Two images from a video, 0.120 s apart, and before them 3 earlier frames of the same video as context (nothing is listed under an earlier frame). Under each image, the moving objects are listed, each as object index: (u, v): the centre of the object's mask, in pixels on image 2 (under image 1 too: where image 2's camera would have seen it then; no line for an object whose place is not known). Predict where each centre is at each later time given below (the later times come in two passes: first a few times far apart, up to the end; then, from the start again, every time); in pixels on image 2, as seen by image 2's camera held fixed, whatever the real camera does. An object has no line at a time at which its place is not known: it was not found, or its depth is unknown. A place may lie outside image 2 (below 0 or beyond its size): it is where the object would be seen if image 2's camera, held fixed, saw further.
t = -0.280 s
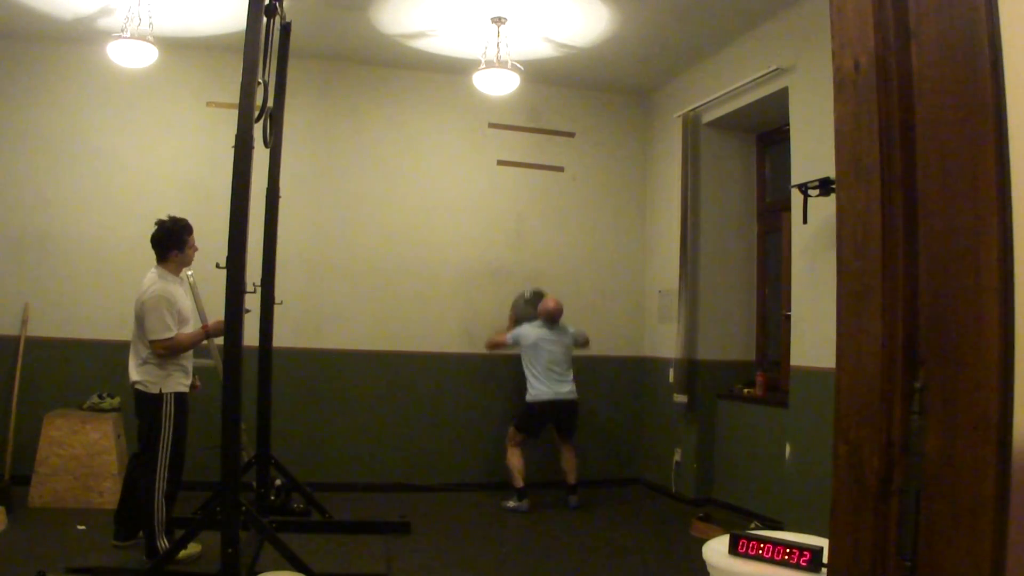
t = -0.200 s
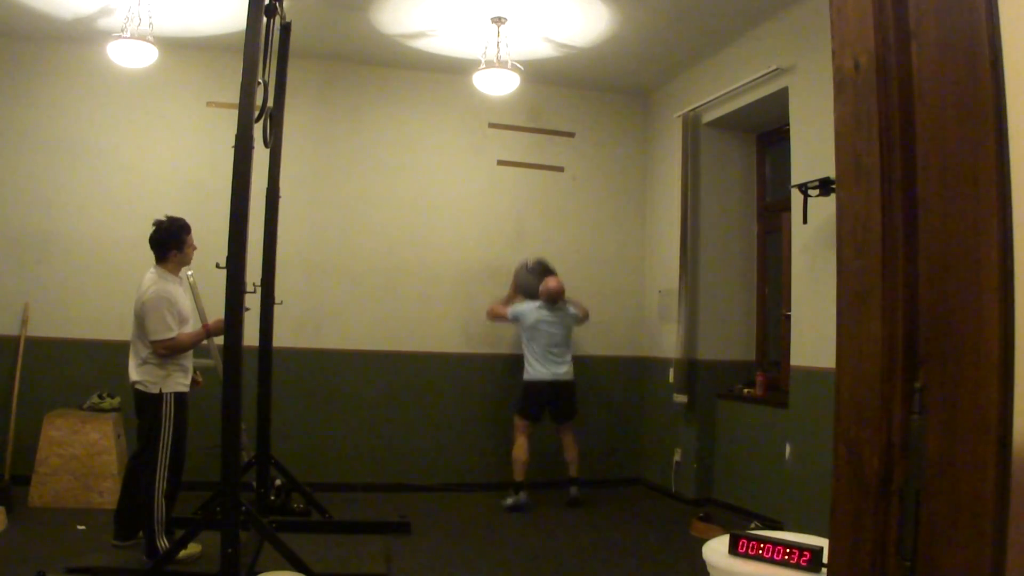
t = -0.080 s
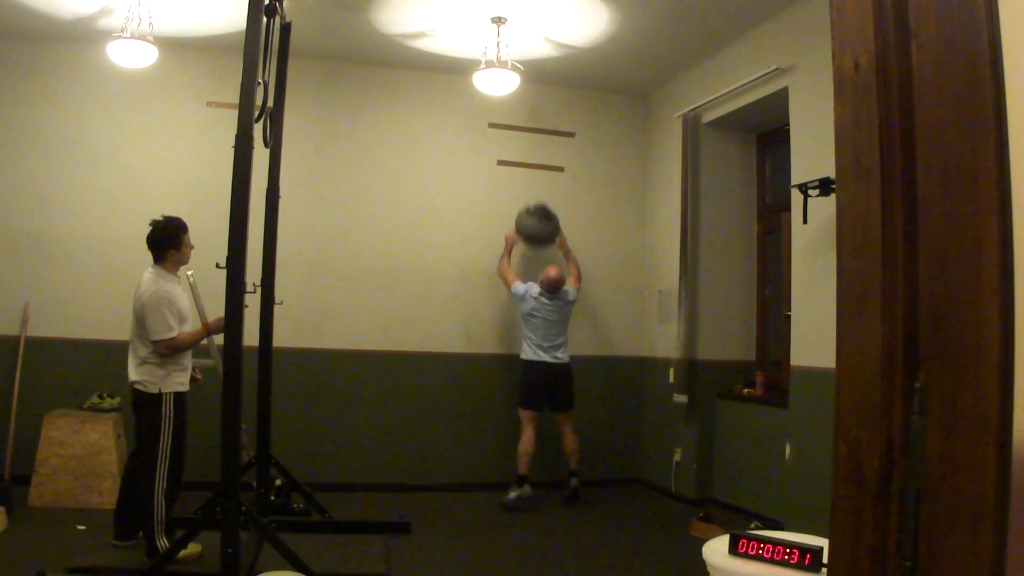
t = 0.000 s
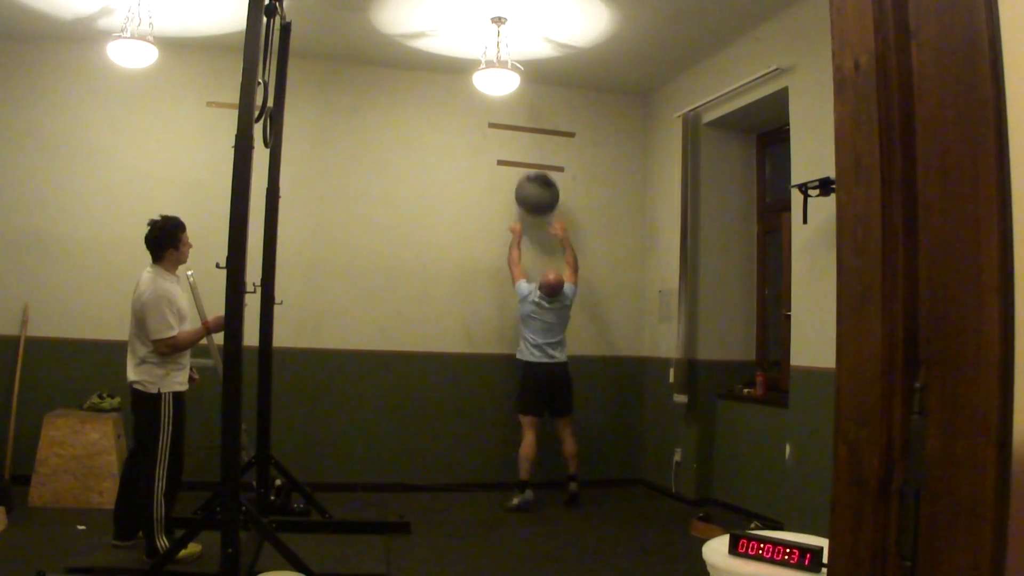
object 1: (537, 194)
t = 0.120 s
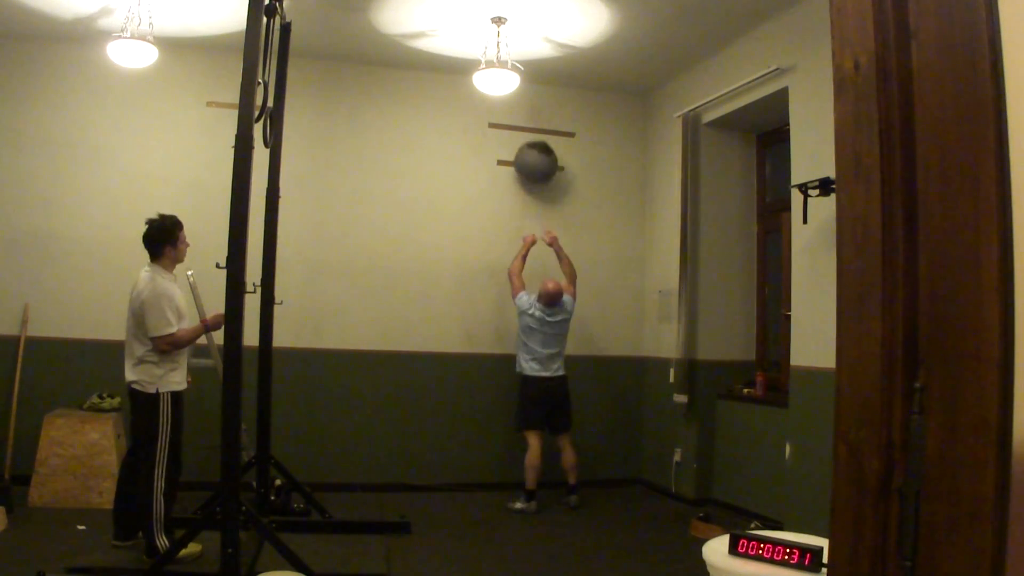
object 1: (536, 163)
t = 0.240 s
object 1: (535, 149)
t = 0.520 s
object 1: (543, 179)
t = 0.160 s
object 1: (535, 156)
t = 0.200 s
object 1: (535, 152)
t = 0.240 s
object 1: (535, 149)
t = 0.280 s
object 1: (536, 149)
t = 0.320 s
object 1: (537, 149)
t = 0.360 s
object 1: (539, 150)
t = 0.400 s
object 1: (540, 155)
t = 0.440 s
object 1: (541, 161)
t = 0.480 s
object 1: (542, 169)
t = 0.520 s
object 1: (543, 179)
